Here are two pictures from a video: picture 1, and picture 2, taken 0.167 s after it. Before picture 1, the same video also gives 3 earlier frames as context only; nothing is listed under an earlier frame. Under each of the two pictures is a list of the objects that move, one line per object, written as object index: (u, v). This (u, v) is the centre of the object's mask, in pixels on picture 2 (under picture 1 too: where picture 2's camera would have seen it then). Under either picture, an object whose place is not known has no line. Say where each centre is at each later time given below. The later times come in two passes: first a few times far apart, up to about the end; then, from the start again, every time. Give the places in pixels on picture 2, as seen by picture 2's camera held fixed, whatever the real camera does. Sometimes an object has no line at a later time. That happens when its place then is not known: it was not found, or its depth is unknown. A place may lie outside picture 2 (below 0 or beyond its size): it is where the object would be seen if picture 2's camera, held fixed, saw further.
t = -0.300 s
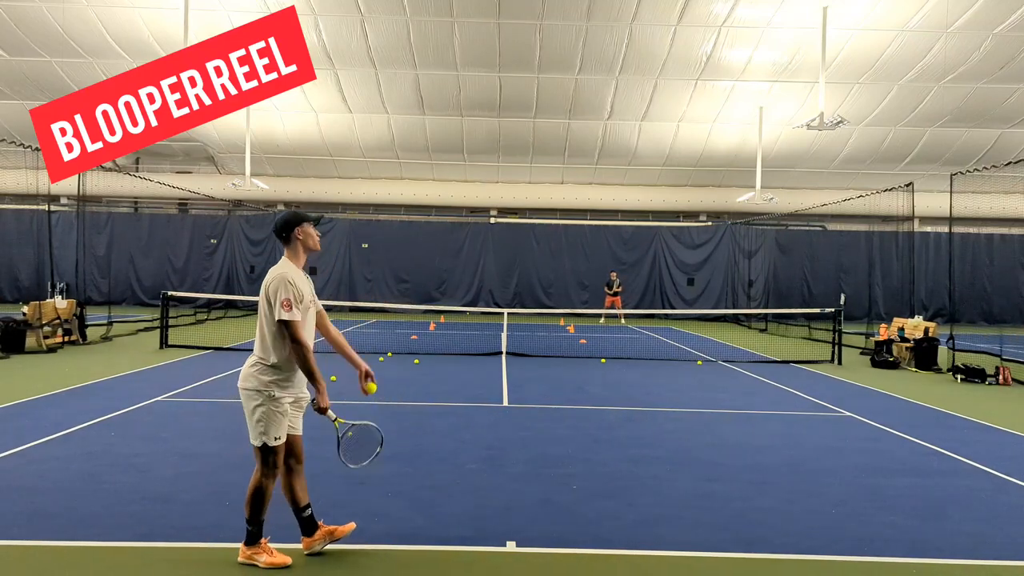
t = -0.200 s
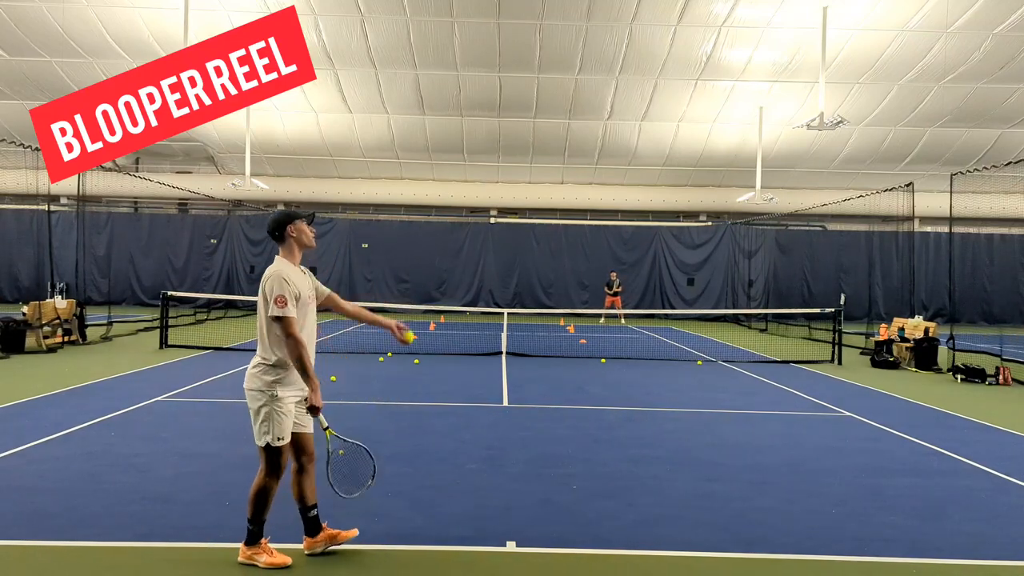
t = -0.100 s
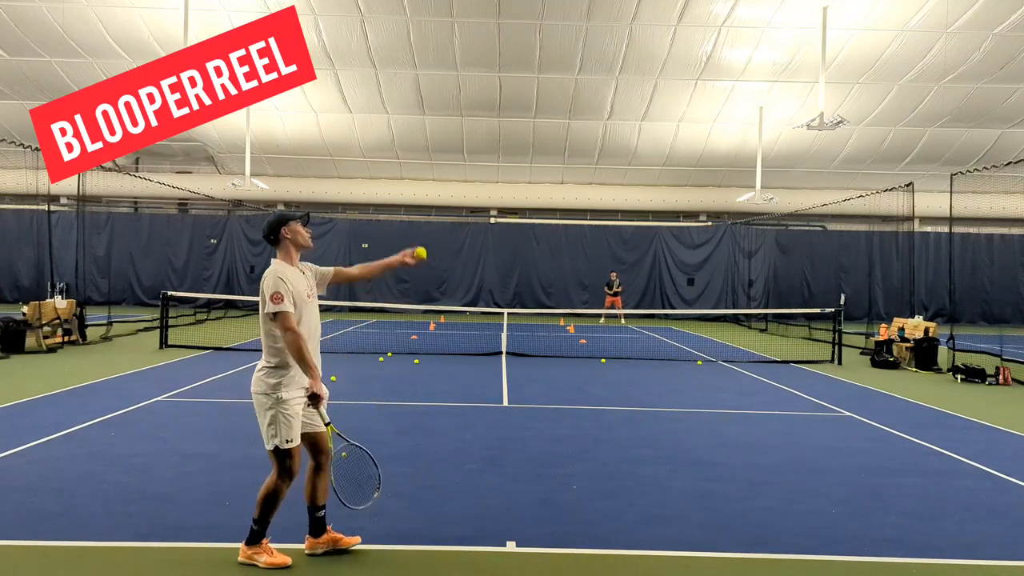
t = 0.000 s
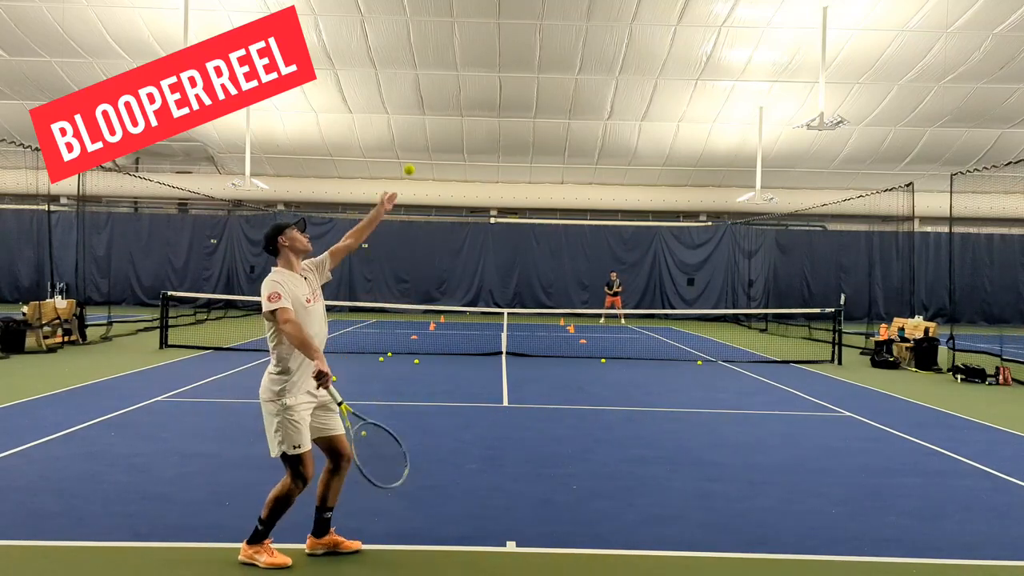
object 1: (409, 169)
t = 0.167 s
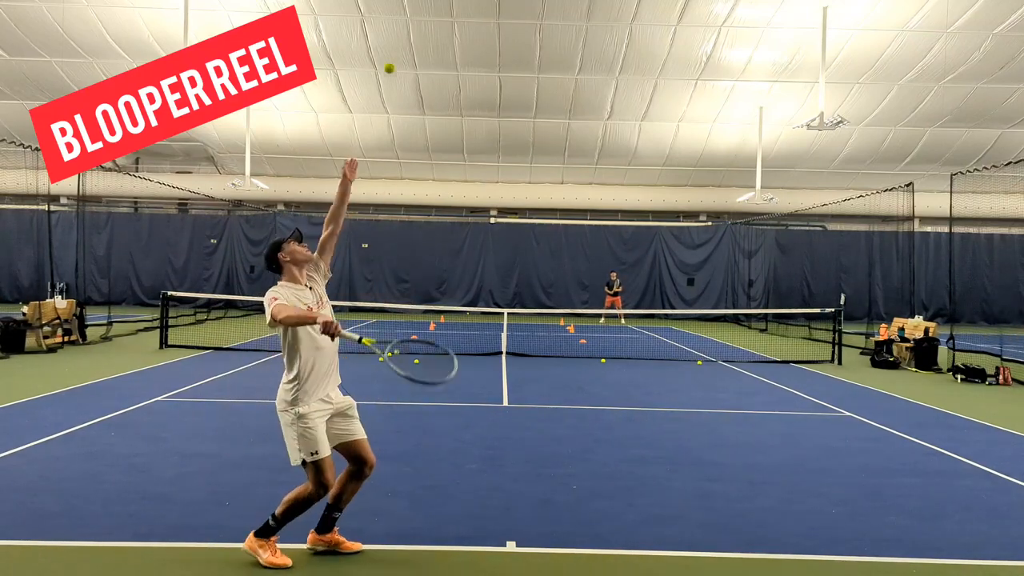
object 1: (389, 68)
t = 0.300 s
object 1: (374, 21)
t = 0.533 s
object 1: (346, 10)
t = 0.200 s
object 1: (385, 53)
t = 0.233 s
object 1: (381, 41)
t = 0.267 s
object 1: (377, 30)
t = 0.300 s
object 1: (374, 21)
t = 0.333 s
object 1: (370, 14)
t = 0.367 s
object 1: (366, 9)
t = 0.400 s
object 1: (362, 5)
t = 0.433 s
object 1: (358, 4)
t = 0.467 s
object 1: (354, 4)
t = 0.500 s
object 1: (351, 6)
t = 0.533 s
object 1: (346, 10)
